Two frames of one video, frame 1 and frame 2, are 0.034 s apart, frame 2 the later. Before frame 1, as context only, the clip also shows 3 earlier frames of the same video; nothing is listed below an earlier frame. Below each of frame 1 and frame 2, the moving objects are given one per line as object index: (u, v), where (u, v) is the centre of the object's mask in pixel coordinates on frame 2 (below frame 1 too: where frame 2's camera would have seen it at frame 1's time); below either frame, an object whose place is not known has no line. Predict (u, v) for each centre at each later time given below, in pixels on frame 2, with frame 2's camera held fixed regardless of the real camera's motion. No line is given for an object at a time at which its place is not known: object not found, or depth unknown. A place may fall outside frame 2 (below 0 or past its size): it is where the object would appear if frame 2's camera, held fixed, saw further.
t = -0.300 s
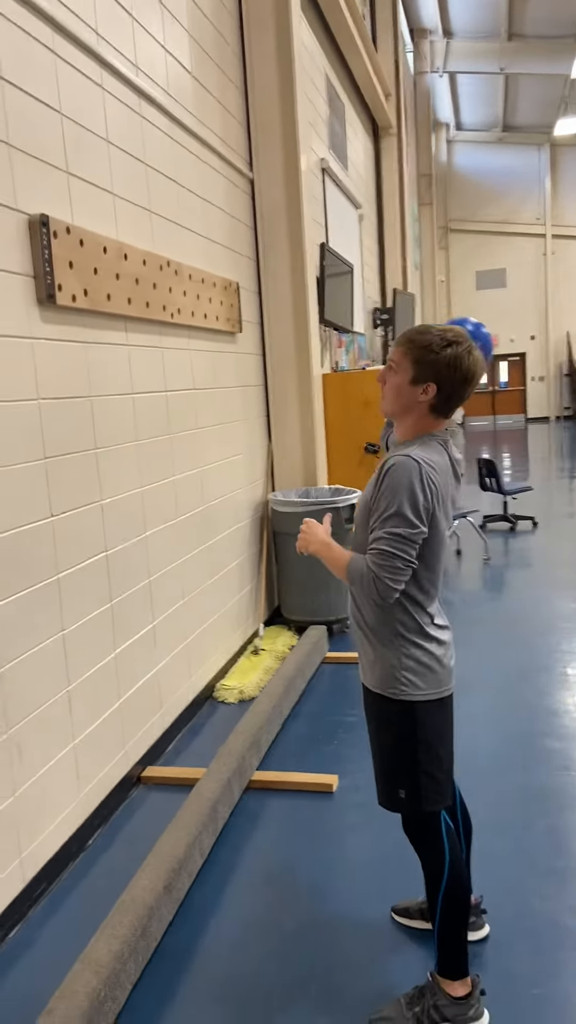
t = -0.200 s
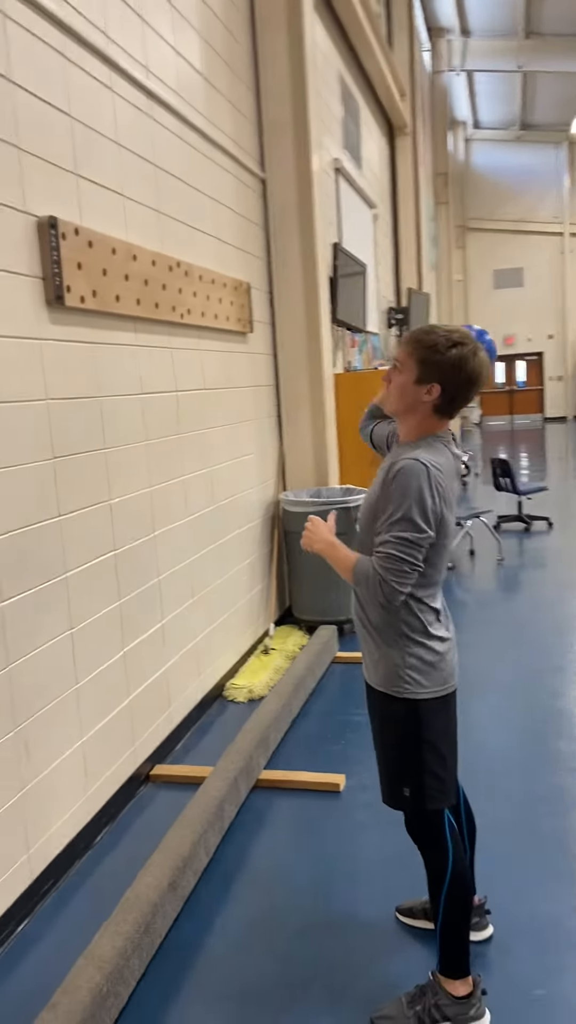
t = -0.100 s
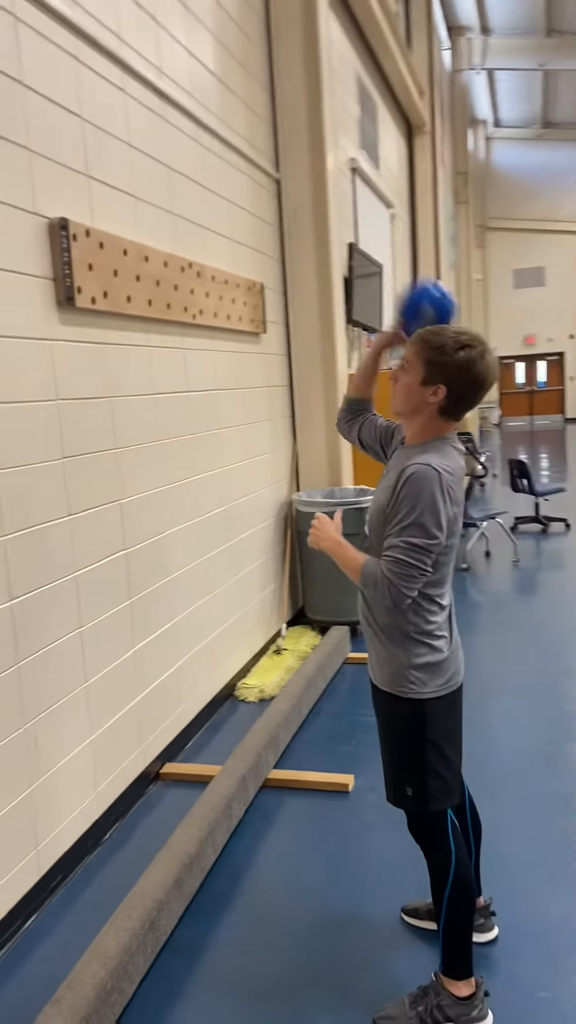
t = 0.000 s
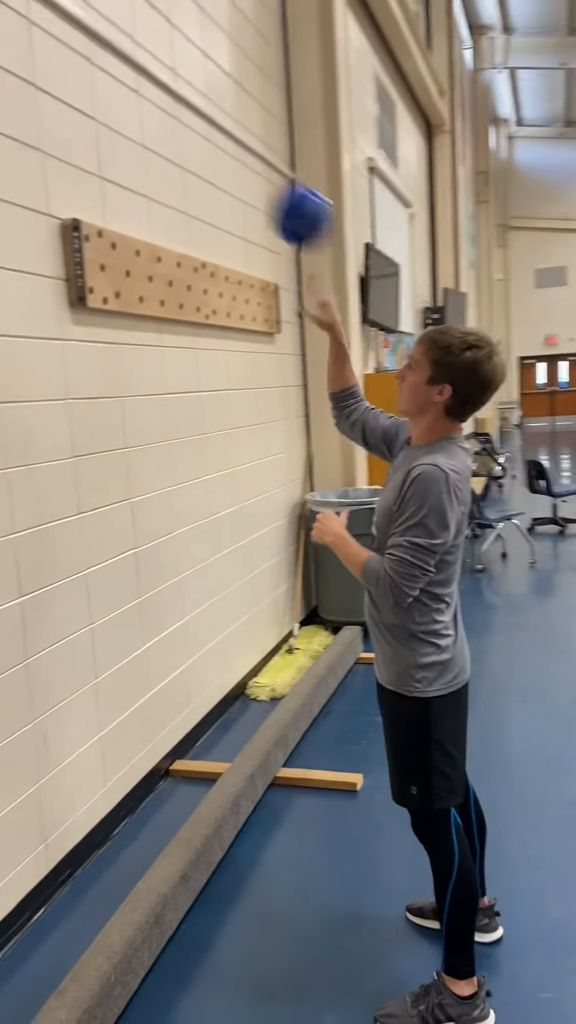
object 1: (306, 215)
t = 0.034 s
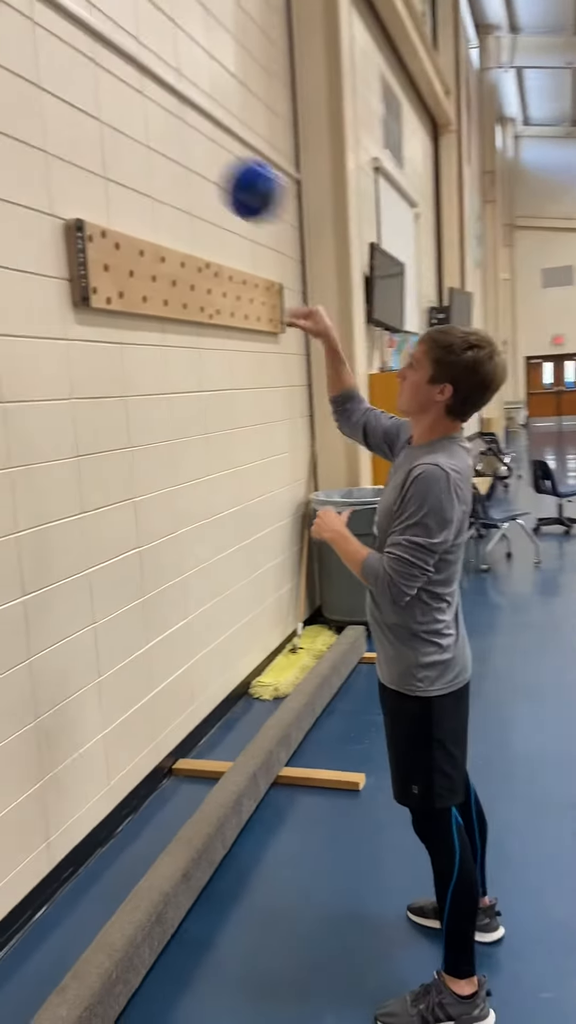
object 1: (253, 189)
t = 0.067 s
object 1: (201, 168)
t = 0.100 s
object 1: (153, 152)
